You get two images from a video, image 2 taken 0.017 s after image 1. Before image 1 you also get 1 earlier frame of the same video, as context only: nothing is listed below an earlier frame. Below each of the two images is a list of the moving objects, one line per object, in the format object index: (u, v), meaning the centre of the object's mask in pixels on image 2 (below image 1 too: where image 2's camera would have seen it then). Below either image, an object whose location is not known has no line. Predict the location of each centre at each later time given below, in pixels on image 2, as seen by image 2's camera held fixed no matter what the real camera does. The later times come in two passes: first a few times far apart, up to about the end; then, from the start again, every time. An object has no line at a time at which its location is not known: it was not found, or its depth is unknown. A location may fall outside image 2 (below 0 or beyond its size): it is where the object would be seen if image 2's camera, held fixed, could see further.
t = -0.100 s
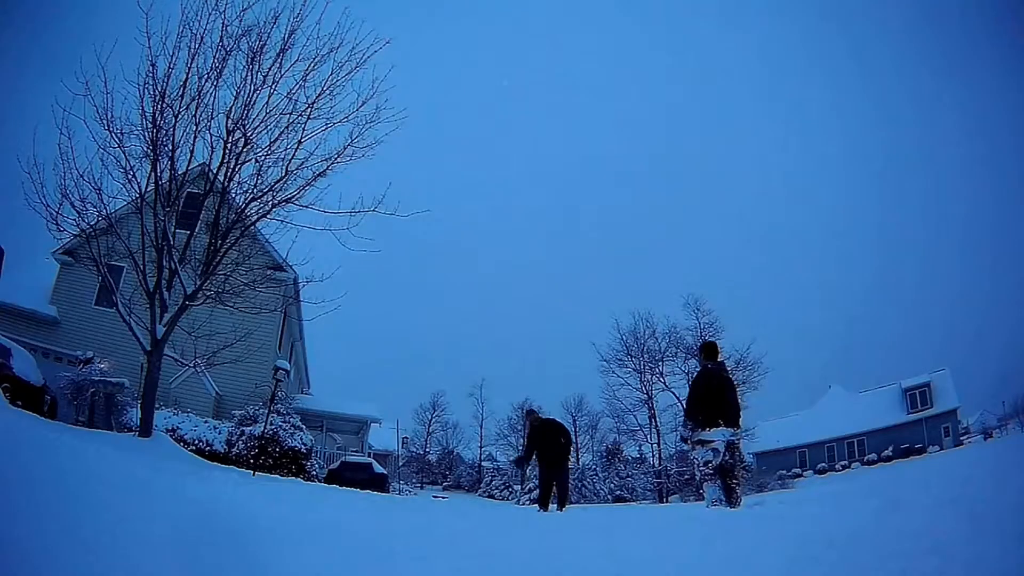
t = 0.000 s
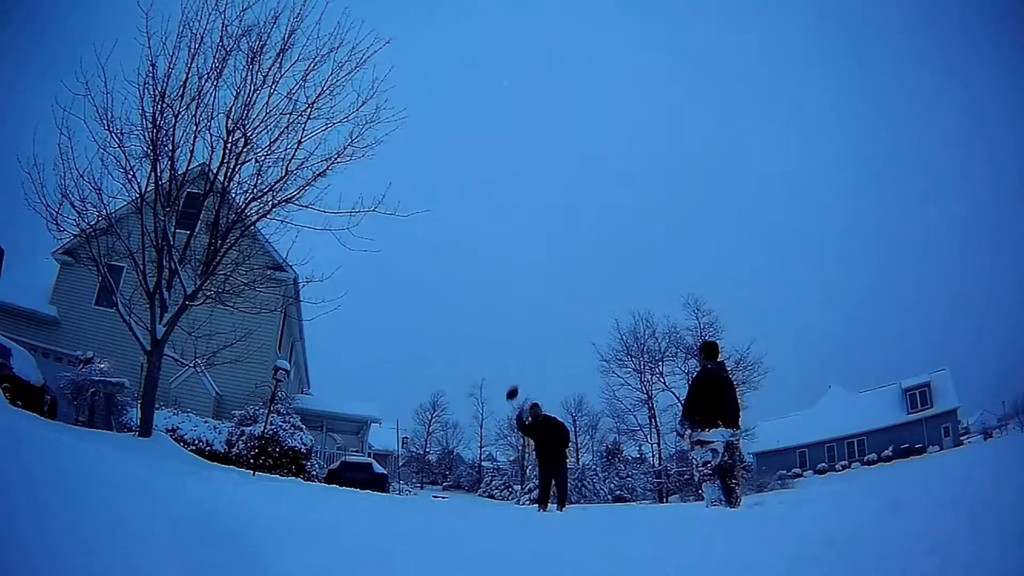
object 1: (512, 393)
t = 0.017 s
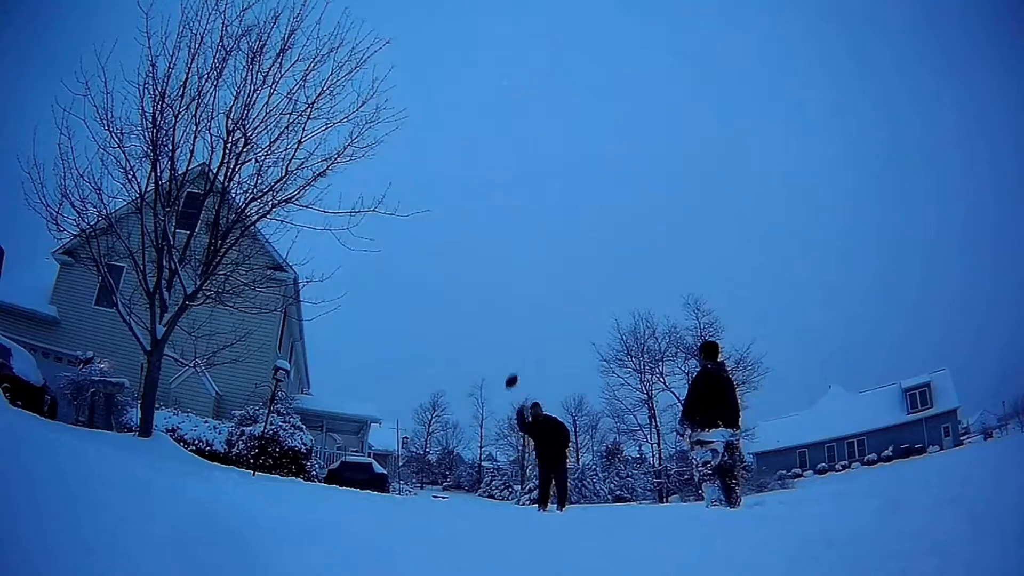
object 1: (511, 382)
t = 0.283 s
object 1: (505, 215)
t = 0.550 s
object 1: (505, 109)
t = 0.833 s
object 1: (507, 41)
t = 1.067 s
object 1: (509, 9)
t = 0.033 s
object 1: (511, 369)
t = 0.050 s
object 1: (510, 357)
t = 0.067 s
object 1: (509, 346)
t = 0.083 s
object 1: (509, 334)
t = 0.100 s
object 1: (509, 323)
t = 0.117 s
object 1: (508, 312)
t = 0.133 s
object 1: (508, 301)
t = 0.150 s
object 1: (507, 291)
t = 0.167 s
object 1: (507, 280)
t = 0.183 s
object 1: (506, 270)
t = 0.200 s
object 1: (506, 260)
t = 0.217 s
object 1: (506, 251)
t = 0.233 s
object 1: (506, 242)
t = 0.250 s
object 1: (506, 233)
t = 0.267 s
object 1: (505, 224)
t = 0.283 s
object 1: (505, 215)
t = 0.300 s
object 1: (505, 207)
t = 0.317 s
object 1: (505, 199)
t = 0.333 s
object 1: (505, 192)
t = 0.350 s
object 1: (506, 184)
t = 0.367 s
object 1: (506, 177)
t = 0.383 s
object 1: (506, 170)
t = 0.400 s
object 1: (506, 163)
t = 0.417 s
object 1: (506, 156)
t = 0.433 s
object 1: (506, 150)
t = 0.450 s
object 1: (506, 144)
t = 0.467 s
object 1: (505, 138)
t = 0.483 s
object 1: (505, 132)
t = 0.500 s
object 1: (505, 126)
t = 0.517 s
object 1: (505, 120)
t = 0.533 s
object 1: (505, 114)
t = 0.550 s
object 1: (505, 109)
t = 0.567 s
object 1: (506, 104)
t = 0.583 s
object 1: (506, 99)
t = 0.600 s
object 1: (506, 94)
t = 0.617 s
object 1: (506, 90)
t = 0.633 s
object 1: (506, 85)
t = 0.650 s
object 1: (506, 81)
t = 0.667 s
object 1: (506, 77)
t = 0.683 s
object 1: (506, 73)
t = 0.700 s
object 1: (506, 69)
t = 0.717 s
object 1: (507, 65)
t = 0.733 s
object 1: (506, 62)
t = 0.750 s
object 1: (507, 58)
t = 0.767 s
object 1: (507, 54)
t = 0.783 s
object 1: (507, 51)
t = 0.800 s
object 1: (507, 48)
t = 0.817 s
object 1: (507, 45)
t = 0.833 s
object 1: (507, 41)
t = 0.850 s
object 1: (507, 38)
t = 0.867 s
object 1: (508, 36)
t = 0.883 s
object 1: (508, 33)
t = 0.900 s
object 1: (508, 30)
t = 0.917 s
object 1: (508, 28)
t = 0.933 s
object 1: (508, 25)
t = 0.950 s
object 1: (508, 23)
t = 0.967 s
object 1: (508, 21)
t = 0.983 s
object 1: (508, 19)
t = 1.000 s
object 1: (508, 17)
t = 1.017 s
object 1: (508, 15)
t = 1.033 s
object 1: (508, 13)
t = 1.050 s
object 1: (509, 11)
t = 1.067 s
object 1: (509, 9)
